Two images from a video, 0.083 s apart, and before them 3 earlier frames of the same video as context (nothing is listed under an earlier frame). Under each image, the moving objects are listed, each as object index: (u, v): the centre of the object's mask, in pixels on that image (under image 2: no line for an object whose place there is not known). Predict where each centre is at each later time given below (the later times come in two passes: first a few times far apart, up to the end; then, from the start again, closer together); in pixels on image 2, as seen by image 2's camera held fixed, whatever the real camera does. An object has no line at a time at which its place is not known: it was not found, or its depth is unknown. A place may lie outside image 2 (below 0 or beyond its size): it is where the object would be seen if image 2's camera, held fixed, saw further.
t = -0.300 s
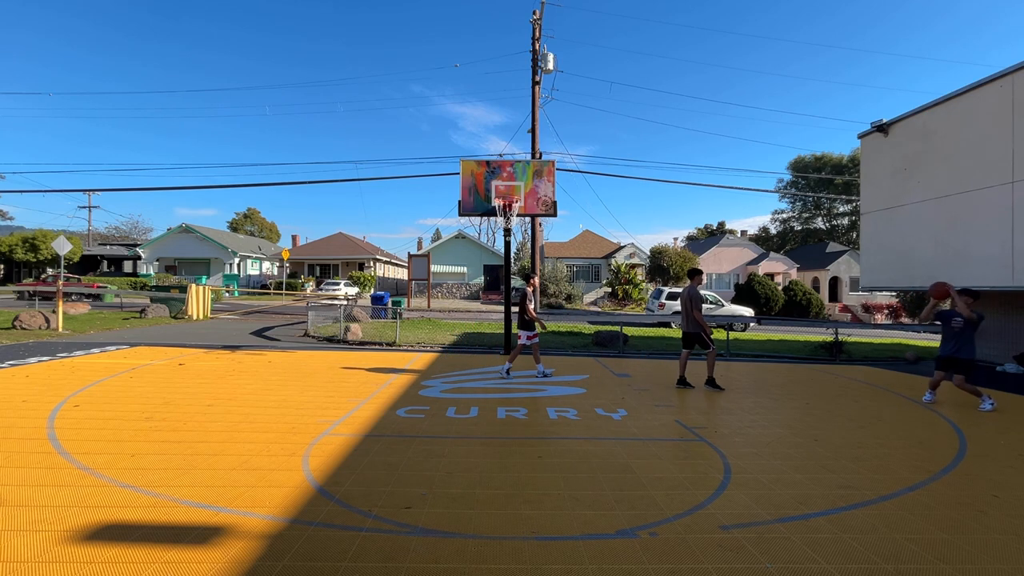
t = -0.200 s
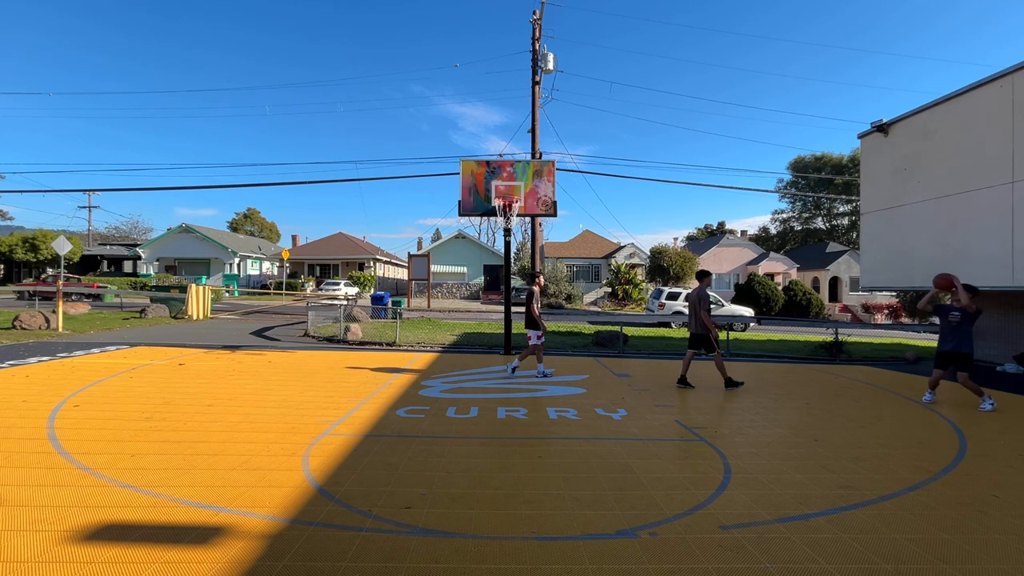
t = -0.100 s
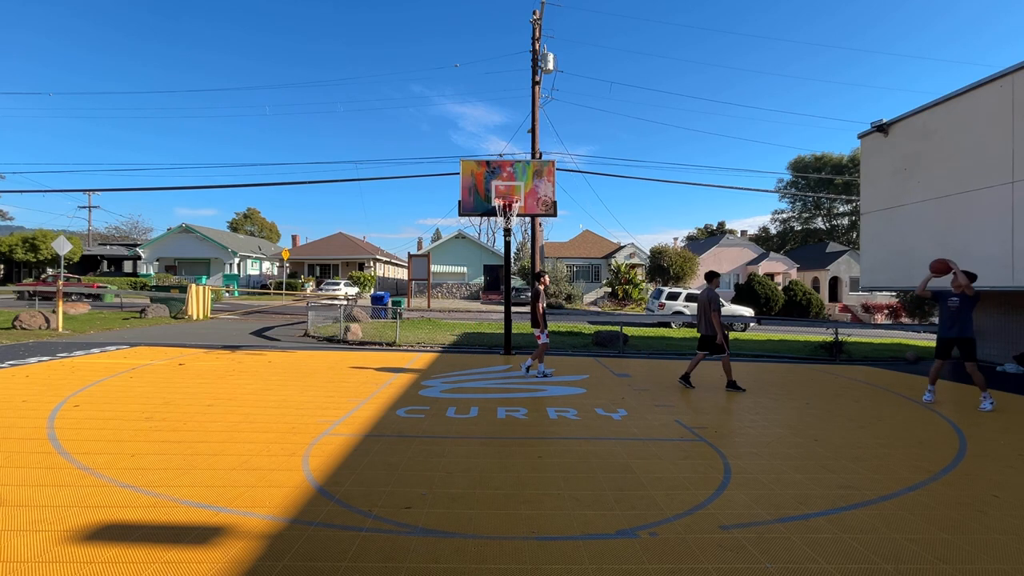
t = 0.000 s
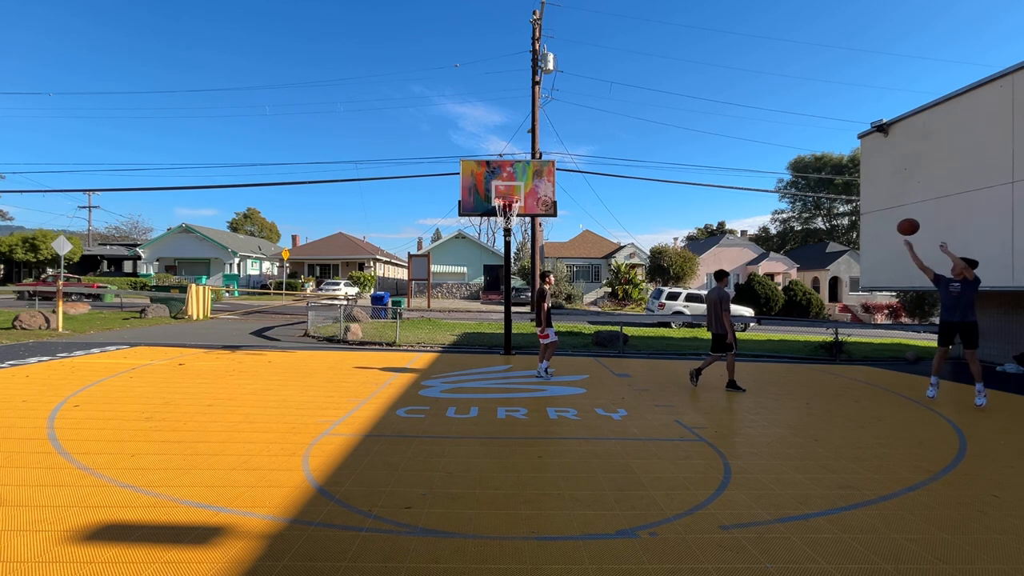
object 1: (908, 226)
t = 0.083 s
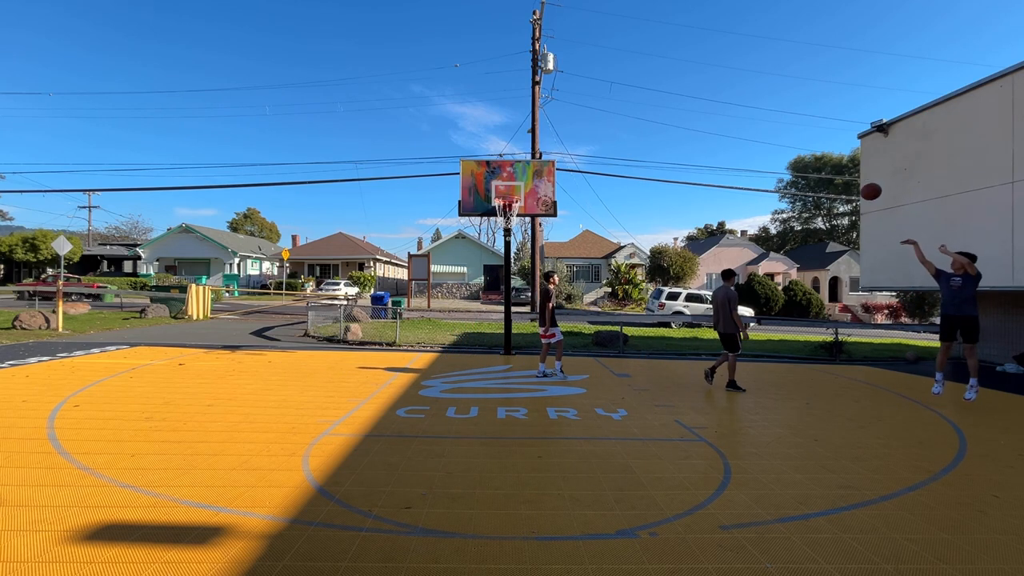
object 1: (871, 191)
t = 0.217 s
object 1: (815, 148)
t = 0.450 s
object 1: (728, 108)
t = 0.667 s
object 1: (656, 104)
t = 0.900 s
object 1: (586, 129)
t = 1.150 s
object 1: (519, 187)
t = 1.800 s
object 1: (410, 304)
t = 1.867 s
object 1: (408, 289)
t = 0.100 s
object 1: (864, 185)
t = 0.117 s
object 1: (857, 179)
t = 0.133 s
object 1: (849, 174)
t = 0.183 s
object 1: (829, 157)
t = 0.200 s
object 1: (822, 153)
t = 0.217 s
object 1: (815, 148)
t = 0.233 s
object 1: (809, 144)
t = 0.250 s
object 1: (802, 140)
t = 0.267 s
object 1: (796, 136)
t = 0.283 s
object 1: (789, 132)
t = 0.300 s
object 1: (783, 129)
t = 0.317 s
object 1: (777, 126)
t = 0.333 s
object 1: (770, 123)
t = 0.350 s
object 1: (764, 120)
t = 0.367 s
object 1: (758, 118)
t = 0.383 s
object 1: (752, 115)
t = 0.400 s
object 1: (746, 113)
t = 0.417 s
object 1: (740, 111)
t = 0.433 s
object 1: (734, 110)
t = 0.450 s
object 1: (728, 108)
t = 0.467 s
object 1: (722, 107)
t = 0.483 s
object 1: (716, 106)
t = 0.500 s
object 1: (710, 105)
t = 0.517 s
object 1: (705, 104)
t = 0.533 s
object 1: (699, 103)
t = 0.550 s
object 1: (694, 102)
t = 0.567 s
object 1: (688, 102)
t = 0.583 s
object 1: (682, 102)
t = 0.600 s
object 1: (677, 102)
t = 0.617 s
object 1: (672, 102)
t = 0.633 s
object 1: (666, 103)
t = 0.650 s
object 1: (661, 103)
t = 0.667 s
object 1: (656, 104)
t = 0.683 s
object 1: (651, 105)
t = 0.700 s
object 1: (645, 106)
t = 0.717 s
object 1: (640, 107)
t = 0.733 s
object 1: (635, 108)
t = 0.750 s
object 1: (630, 109)
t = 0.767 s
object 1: (625, 111)
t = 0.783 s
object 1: (620, 113)
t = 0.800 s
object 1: (615, 115)
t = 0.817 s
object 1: (610, 117)
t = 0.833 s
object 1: (605, 119)
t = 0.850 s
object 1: (601, 122)
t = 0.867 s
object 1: (596, 124)
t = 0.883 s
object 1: (591, 126)
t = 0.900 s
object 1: (586, 129)
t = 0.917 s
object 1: (582, 132)
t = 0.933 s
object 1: (577, 135)
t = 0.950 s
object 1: (573, 138)
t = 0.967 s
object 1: (568, 141)
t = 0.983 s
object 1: (564, 145)
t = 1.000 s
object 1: (559, 149)
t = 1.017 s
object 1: (554, 152)
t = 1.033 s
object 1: (550, 156)
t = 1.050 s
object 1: (546, 160)
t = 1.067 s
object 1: (541, 164)
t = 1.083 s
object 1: (536, 169)
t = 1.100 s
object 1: (533, 173)
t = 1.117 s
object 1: (528, 177)
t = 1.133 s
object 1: (524, 182)
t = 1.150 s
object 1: (519, 187)
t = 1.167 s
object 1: (515, 190)
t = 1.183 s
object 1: (514, 192)
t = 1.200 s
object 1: (509, 201)
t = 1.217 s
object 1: (507, 205)
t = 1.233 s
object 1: (502, 209)
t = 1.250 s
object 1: (496, 215)
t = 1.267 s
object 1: (492, 220)
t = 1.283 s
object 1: (489, 225)
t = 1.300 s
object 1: (485, 230)
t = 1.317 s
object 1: (482, 235)
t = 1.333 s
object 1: (478, 240)
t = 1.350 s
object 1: (475, 246)
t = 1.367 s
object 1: (471, 251)
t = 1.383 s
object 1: (468, 256)
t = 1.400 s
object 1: (465, 262)
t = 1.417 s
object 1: (461, 267)
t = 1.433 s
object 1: (459, 273)
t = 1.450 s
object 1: (455, 279)
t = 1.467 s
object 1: (452, 284)
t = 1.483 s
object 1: (448, 290)
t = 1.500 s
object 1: (445, 296)
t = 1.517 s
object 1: (442, 303)
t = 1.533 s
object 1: (439, 309)
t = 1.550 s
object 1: (436, 315)
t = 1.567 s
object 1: (433, 322)
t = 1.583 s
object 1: (430, 328)
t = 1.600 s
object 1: (427, 335)
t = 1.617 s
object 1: (424, 341)
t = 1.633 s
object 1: (421, 348)
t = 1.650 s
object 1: (419, 350)
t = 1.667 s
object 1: (418, 344)
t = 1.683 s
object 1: (417, 339)
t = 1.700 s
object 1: (416, 333)
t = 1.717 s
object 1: (415, 328)
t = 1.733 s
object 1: (414, 323)
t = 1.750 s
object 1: (414, 318)
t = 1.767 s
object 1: (413, 313)
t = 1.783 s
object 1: (411, 309)
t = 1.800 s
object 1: (410, 304)
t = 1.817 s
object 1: (410, 300)
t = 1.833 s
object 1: (409, 297)
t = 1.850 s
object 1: (408, 293)
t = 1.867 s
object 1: (408, 289)
